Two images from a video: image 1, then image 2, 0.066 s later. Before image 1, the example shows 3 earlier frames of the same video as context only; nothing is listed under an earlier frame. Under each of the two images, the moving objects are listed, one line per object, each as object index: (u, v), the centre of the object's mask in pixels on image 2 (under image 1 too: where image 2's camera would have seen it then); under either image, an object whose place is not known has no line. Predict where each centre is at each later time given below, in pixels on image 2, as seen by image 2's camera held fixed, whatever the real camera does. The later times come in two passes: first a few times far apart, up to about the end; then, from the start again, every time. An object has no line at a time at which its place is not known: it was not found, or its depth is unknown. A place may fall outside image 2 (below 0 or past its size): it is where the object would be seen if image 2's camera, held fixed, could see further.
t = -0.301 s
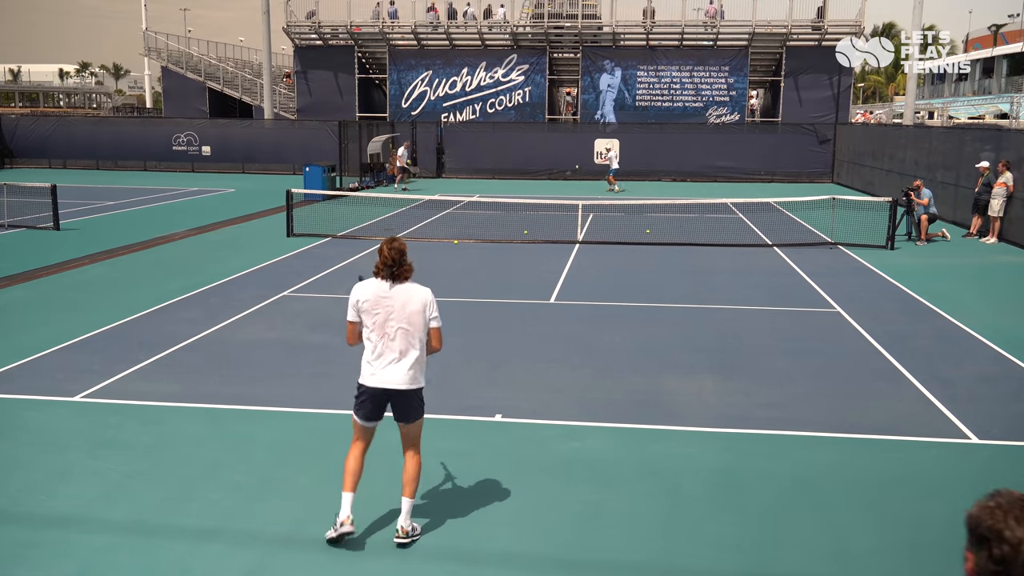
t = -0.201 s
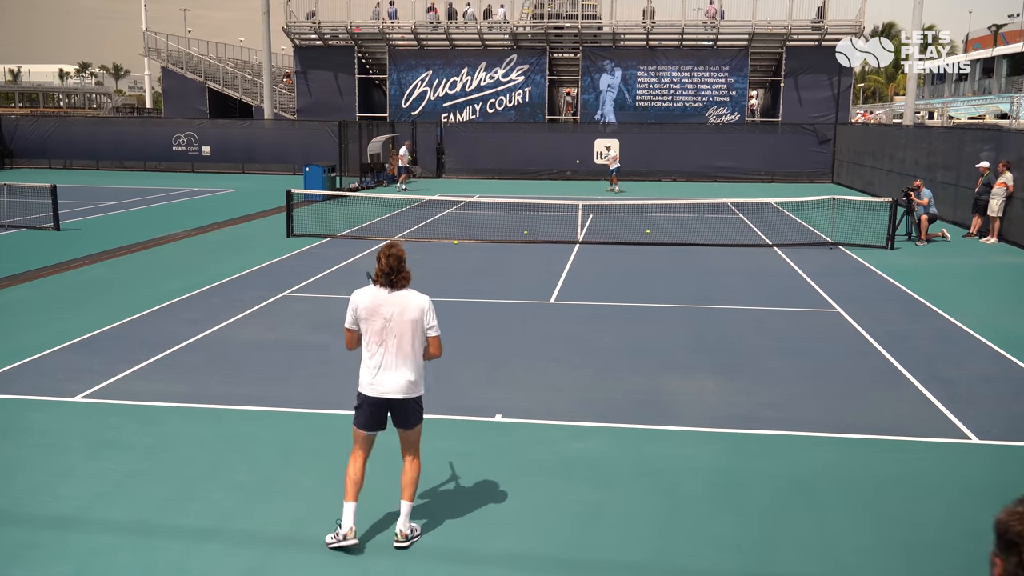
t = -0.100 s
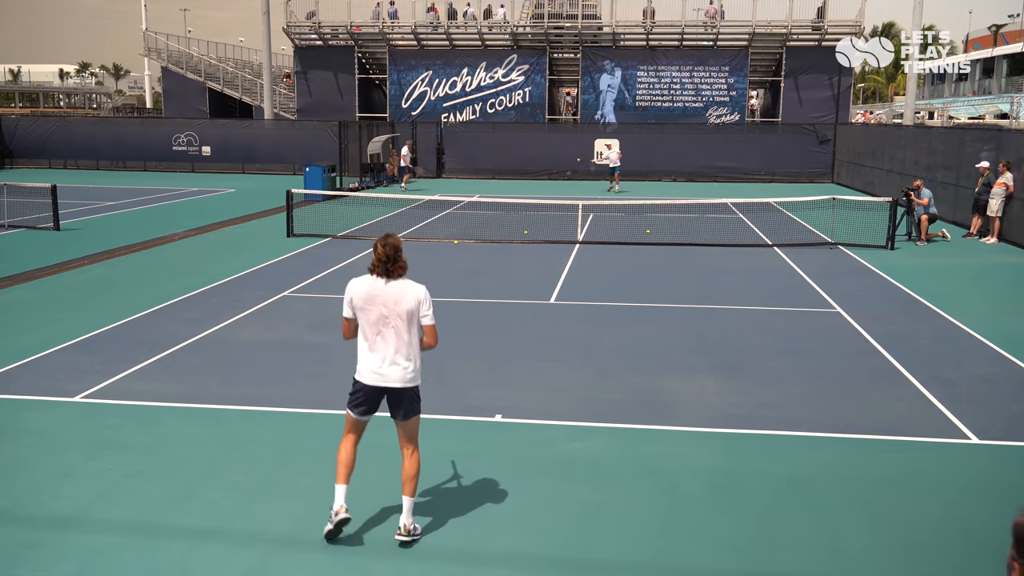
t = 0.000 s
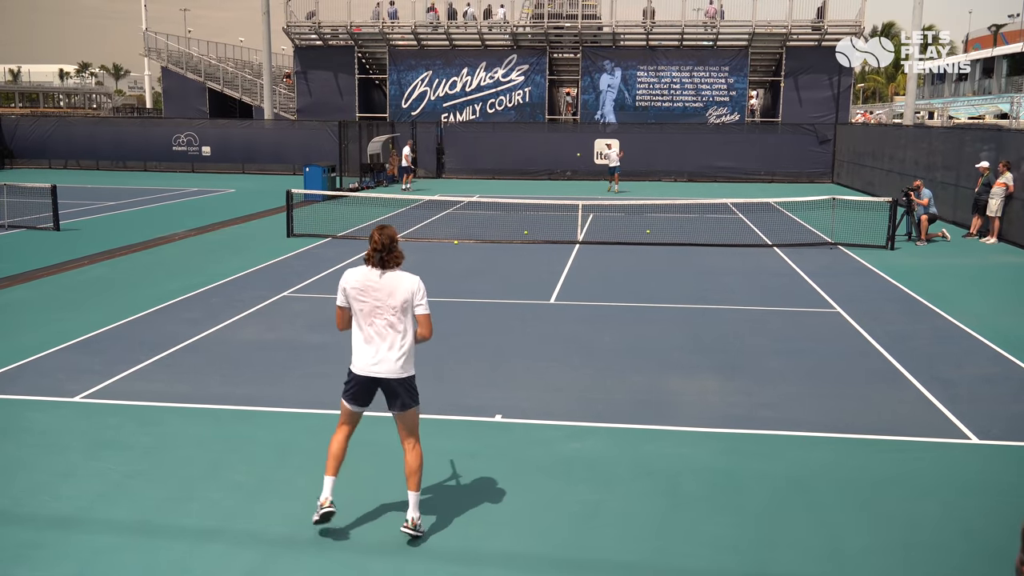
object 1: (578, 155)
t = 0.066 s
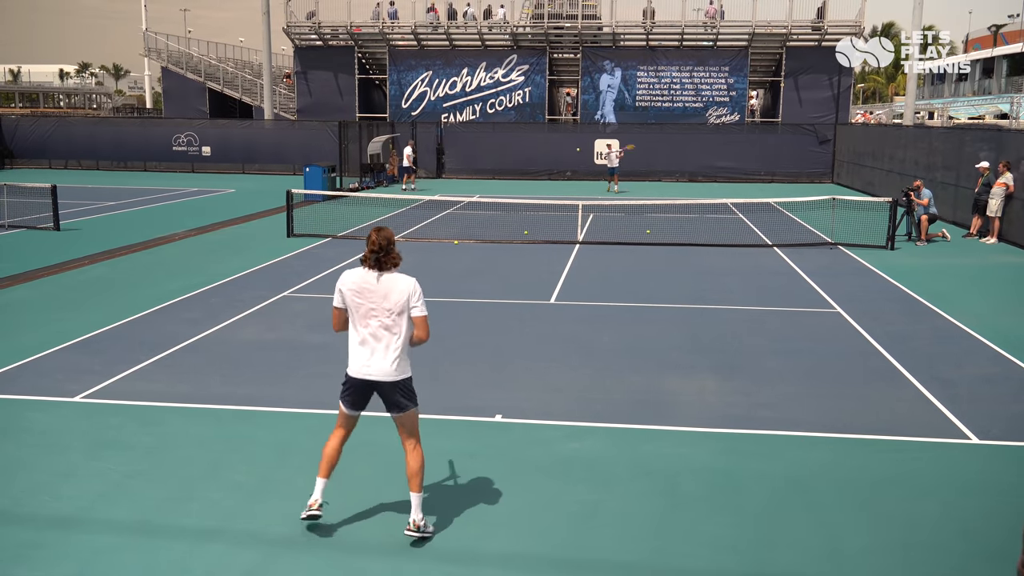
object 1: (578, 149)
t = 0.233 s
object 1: (575, 145)
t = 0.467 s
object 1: (567, 168)
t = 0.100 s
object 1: (577, 147)
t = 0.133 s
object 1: (577, 146)
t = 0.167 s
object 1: (576, 145)
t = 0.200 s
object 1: (576, 145)
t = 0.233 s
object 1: (575, 145)
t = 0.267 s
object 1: (574, 146)
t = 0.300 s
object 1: (573, 147)
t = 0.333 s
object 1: (572, 149)
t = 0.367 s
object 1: (571, 152)
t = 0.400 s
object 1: (570, 157)
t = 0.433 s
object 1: (569, 162)
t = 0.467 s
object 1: (567, 168)
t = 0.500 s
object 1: (565, 175)
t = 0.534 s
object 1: (564, 183)
